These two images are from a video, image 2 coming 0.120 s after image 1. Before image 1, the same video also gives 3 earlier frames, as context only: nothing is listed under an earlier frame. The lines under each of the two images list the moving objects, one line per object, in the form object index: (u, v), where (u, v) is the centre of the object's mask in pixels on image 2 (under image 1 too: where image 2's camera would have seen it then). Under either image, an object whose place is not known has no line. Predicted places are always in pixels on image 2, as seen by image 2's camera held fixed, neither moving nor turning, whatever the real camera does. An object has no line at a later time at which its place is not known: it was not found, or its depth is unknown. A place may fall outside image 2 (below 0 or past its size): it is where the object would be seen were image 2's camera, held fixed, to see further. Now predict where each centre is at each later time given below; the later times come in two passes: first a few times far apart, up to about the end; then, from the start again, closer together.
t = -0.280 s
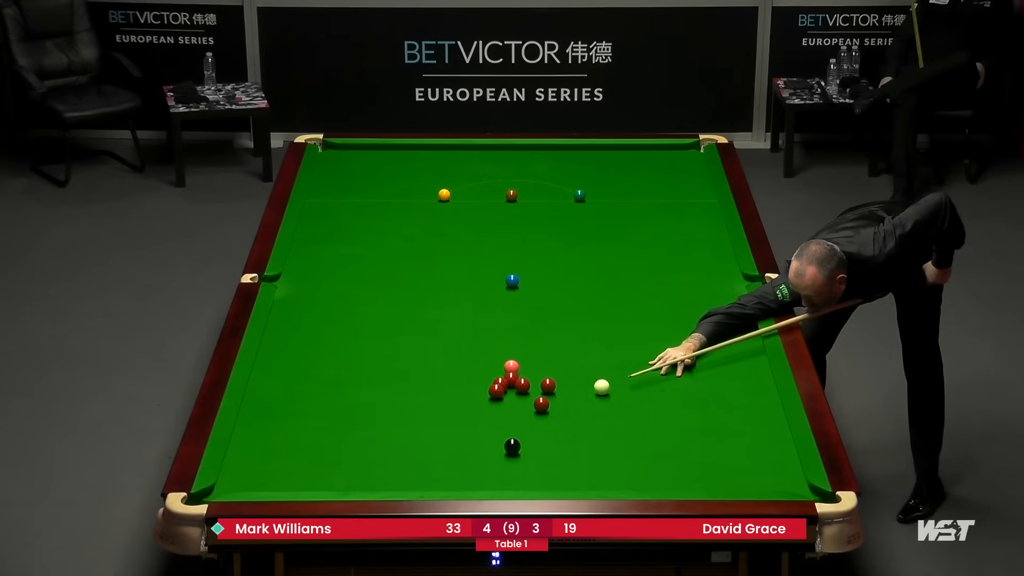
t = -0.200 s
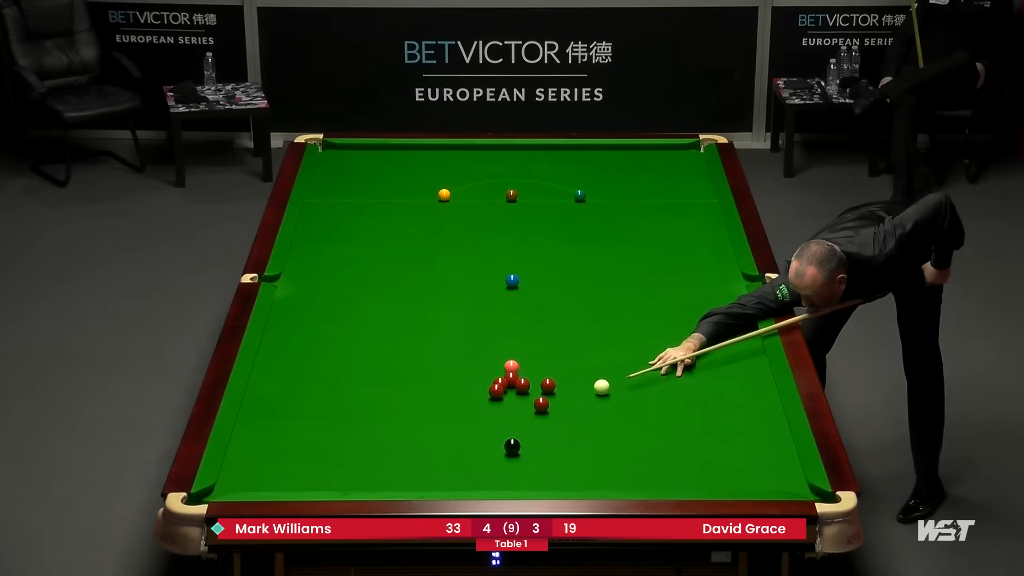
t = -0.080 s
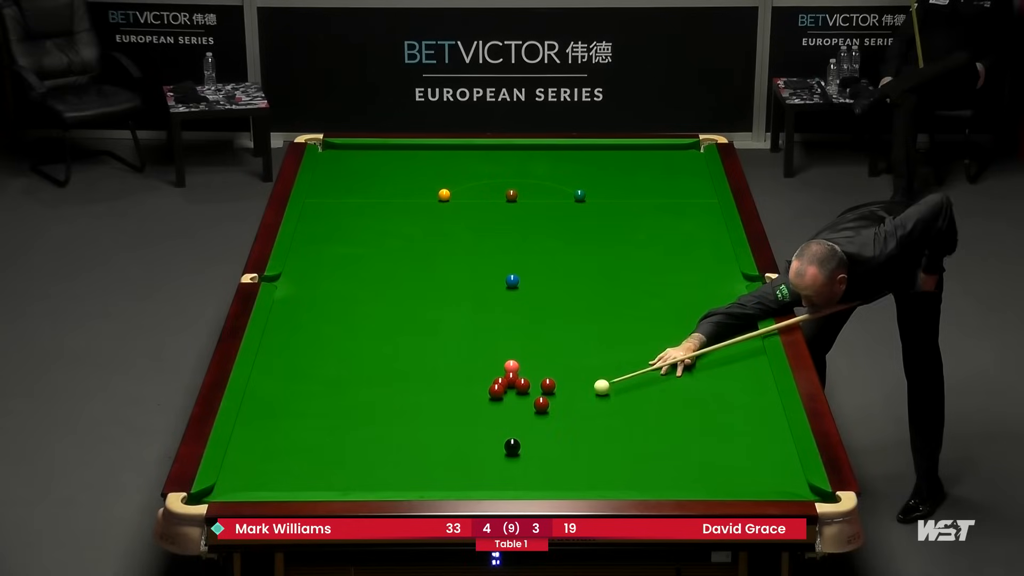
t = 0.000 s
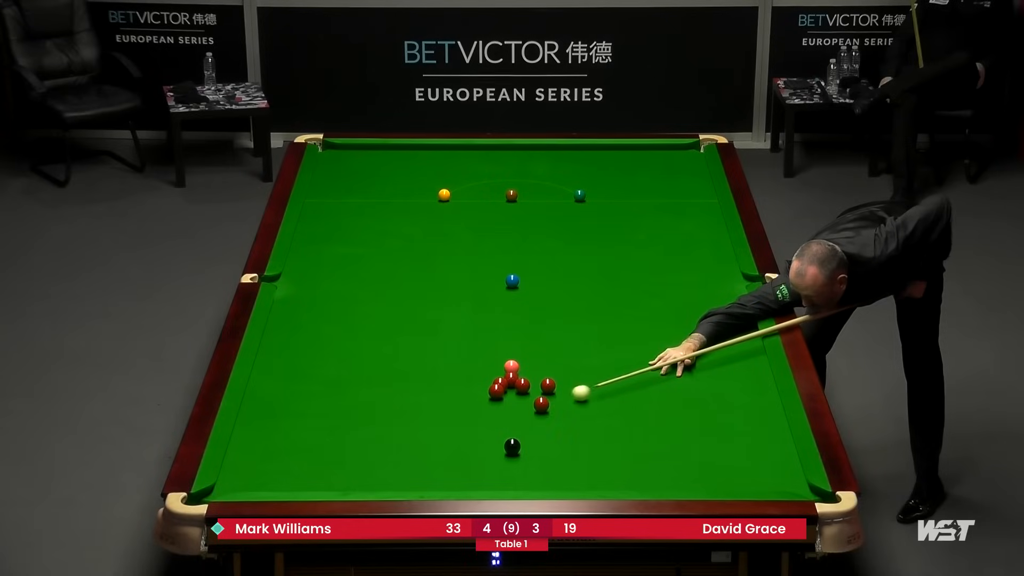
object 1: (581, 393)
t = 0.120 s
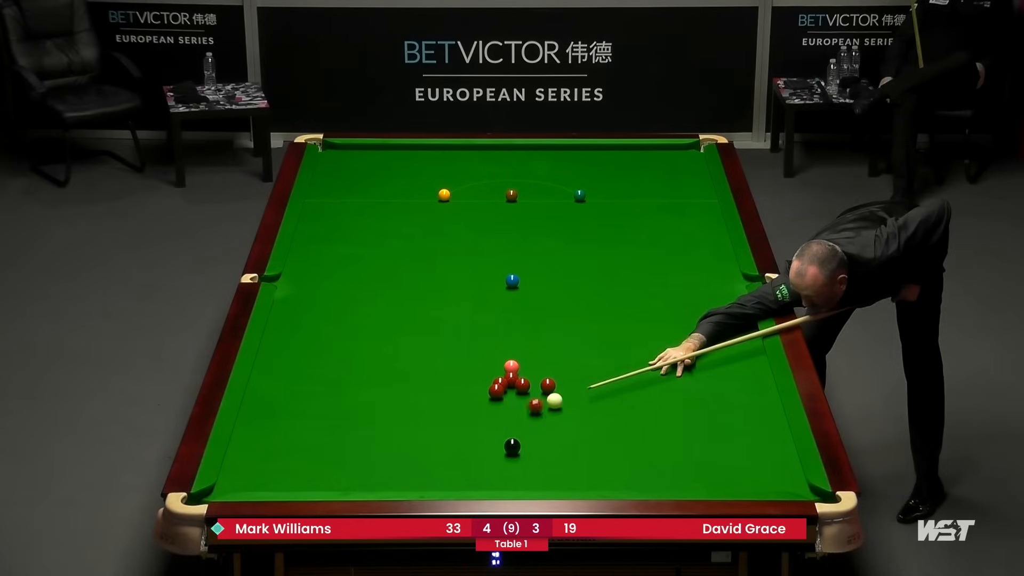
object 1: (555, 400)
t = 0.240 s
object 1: (551, 402)
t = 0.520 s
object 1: (536, 408)
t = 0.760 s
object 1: (523, 412)
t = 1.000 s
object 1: (512, 417)
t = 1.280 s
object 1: (500, 421)
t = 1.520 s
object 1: (491, 425)
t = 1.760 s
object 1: (483, 428)
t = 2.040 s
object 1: (474, 431)
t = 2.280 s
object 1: (468, 434)
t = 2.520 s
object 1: (463, 436)
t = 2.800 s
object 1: (458, 437)
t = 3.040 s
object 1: (455, 439)
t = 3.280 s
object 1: (453, 439)
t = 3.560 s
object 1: (452, 440)
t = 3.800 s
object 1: (452, 439)
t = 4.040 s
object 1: (452, 440)
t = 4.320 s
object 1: (451, 440)
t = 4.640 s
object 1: (455, 441)
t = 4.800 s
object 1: (452, 440)
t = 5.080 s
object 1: (452, 440)
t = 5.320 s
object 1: (452, 439)
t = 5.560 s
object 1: (452, 440)
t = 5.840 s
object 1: (452, 440)
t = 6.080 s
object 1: (452, 439)
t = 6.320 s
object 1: (452, 440)
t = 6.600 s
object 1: (452, 439)
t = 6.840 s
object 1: (452, 439)
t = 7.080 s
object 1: (452, 439)
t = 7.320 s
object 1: (452, 440)
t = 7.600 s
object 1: (452, 439)
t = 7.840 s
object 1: (452, 440)
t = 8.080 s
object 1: (452, 440)
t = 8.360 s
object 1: (452, 439)
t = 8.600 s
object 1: (452, 440)
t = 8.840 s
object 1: (452, 439)
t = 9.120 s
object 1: (452, 440)
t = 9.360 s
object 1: (452, 440)
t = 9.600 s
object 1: (452, 440)
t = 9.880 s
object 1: (452, 440)
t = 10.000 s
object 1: (452, 440)
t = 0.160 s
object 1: (554, 401)
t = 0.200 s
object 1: (553, 401)
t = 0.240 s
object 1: (551, 402)
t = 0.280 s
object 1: (549, 403)
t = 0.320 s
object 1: (546, 404)
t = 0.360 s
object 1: (544, 405)
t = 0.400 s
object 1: (542, 406)
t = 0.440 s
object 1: (540, 407)
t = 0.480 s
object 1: (538, 408)
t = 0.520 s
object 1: (536, 408)
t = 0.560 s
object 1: (533, 409)
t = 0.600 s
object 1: (531, 410)
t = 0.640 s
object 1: (530, 410)
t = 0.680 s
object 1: (527, 411)
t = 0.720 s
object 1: (526, 412)
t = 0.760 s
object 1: (523, 412)
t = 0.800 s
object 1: (522, 413)
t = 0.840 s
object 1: (520, 414)
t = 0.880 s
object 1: (518, 415)
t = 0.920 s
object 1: (516, 416)
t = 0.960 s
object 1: (514, 417)
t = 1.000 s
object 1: (512, 417)
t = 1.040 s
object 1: (511, 418)
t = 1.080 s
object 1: (509, 418)
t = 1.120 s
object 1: (507, 419)
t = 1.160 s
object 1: (505, 419)
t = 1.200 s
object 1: (503, 420)
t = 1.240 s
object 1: (502, 421)
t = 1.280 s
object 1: (500, 421)
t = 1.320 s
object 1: (498, 422)
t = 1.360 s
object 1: (497, 423)
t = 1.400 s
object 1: (495, 423)
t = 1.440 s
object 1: (494, 424)
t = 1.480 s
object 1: (492, 424)
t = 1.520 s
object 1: (491, 425)
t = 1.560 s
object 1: (489, 426)
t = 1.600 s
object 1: (488, 426)
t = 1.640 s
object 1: (487, 427)
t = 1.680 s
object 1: (485, 427)
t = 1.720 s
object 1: (484, 428)
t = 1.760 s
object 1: (483, 428)
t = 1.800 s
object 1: (481, 429)
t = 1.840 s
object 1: (480, 429)
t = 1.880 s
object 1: (479, 429)
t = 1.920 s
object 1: (478, 430)
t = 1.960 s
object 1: (477, 430)
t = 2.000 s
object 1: (475, 431)
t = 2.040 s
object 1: (474, 431)
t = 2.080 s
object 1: (473, 432)
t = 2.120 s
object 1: (472, 432)
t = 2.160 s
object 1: (471, 433)
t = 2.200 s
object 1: (470, 433)
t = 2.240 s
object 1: (469, 433)
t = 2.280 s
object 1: (468, 434)
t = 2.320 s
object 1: (467, 434)
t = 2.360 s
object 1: (466, 434)
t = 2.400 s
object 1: (465, 435)
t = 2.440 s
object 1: (465, 435)
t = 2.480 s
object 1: (464, 435)
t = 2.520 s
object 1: (463, 436)
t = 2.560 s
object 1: (462, 436)
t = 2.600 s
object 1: (461, 436)
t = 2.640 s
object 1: (461, 437)
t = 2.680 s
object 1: (460, 437)
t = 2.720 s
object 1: (459, 437)
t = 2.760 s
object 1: (459, 438)
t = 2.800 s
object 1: (458, 437)
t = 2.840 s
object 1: (458, 438)
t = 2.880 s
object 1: (457, 438)
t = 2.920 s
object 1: (457, 439)
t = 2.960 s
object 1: (456, 438)
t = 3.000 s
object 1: (456, 439)
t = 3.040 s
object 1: (455, 439)
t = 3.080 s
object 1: (455, 439)
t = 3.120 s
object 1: (454, 439)
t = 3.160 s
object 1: (454, 439)
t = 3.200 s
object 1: (454, 439)
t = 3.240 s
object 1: (453, 439)
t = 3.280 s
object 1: (453, 439)
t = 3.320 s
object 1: (452, 440)
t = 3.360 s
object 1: (452, 440)
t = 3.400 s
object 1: (452, 440)
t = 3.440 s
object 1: (452, 440)
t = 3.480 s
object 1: (452, 440)
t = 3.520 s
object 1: (452, 440)
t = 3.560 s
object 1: (452, 440)
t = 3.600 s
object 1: (452, 440)
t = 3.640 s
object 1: (452, 440)
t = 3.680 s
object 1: (452, 440)
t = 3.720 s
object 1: (452, 440)
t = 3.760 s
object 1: (452, 440)
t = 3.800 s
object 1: (452, 439)
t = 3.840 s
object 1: (452, 439)
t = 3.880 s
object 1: (452, 440)
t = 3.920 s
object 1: (452, 439)
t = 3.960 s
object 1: (452, 440)
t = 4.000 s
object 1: (452, 440)
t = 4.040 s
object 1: (452, 440)
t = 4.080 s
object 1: (452, 440)
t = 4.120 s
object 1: (452, 440)
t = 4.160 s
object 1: (452, 440)
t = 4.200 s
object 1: (452, 440)
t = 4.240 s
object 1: (452, 440)
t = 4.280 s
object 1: (452, 440)
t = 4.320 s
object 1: (451, 440)
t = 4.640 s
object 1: (455, 441)
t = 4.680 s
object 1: (452, 441)
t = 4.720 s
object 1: (452, 440)
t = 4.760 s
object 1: (452, 440)
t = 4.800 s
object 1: (452, 440)
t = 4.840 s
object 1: (452, 440)
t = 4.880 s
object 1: (452, 440)
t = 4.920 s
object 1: (452, 440)
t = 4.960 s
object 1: (452, 440)
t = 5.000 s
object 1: (452, 440)
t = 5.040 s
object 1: (452, 440)
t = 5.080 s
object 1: (452, 440)
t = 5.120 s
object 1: (452, 440)
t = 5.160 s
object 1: (452, 439)
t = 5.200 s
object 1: (452, 440)
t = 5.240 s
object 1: (452, 439)
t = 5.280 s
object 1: (452, 439)
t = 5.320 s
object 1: (452, 439)
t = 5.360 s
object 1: (452, 440)
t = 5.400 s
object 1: (452, 440)
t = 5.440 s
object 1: (452, 439)
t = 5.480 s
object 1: (452, 440)
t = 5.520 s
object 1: (452, 440)
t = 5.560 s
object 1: (452, 440)
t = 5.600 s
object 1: (452, 440)
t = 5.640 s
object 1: (452, 439)
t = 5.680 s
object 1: (452, 440)
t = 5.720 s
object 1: (452, 439)
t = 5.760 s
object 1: (452, 439)
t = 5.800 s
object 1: (452, 439)
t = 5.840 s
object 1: (452, 440)
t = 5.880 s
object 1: (452, 440)
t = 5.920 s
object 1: (452, 440)
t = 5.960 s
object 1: (452, 440)
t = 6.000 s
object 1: (452, 440)
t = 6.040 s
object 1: (452, 439)
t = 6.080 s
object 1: (452, 439)
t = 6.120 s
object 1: (452, 439)
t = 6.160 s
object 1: (452, 439)
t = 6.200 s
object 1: (452, 440)
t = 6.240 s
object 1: (452, 440)
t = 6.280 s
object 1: (452, 440)
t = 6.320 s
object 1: (452, 440)
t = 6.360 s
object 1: (452, 440)
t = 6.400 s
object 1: (451, 440)
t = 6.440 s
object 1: (452, 440)
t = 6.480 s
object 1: (452, 439)
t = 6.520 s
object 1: (452, 440)
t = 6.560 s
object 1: (452, 440)
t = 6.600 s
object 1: (452, 439)
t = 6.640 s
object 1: (452, 440)
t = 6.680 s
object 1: (452, 440)
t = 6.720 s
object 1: (452, 440)
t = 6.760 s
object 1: (452, 439)
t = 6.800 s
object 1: (452, 439)
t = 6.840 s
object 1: (452, 439)
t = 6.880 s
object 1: (452, 440)
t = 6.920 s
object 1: (452, 440)
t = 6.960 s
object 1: (452, 440)
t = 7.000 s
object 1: (452, 440)
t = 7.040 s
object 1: (452, 440)
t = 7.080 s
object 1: (452, 439)
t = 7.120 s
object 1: (452, 440)
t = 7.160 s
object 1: (452, 439)
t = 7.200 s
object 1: (452, 440)
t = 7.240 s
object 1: (452, 439)
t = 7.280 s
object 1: (452, 440)
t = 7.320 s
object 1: (452, 440)
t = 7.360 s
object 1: (452, 440)
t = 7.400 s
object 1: (452, 440)
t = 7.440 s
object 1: (452, 440)
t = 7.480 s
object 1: (452, 439)
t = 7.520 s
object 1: (452, 439)
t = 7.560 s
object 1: (452, 440)
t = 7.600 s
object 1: (452, 439)
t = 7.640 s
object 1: (452, 440)
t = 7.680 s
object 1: (452, 440)
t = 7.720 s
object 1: (452, 439)
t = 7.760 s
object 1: (452, 439)
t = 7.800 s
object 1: (452, 440)
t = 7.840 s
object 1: (452, 440)
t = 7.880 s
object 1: (452, 439)
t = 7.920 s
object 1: (452, 440)
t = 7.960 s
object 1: (452, 440)
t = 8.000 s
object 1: (452, 440)
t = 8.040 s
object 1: (452, 439)
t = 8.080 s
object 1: (452, 440)
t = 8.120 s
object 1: (452, 440)
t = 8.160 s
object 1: (452, 439)
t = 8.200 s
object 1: (452, 440)
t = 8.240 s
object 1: (452, 440)
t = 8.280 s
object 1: (452, 440)
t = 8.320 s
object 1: (452, 439)
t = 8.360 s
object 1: (452, 439)
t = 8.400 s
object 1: (452, 440)
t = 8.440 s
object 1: (452, 440)
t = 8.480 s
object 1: (452, 440)
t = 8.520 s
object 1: (452, 440)
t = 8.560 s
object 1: (452, 439)
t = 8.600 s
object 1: (452, 440)
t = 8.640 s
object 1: (452, 439)
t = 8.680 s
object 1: (452, 439)
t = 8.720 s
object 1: (452, 440)
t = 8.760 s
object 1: (452, 440)
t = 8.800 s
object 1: (452, 440)
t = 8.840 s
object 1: (452, 439)
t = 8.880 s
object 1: (452, 440)
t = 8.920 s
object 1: (452, 440)
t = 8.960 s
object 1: (452, 440)
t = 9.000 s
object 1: (452, 439)
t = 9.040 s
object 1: (452, 440)
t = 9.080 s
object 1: (452, 440)
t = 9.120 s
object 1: (452, 440)
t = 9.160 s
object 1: (452, 439)
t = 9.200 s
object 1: (452, 439)
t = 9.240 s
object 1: (452, 439)
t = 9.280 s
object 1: (452, 439)
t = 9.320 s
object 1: (452, 440)
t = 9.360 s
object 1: (452, 440)
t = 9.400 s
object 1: (452, 440)
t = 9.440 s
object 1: (452, 440)
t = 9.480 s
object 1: (452, 440)
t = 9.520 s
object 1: (452, 440)
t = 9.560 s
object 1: (452, 440)
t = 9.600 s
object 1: (452, 440)
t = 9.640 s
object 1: (452, 440)
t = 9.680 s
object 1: (452, 440)
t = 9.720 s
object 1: (452, 440)
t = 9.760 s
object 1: (452, 440)
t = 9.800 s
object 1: (452, 439)
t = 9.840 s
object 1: (452, 440)
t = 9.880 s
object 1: (452, 440)
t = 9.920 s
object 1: (452, 439)
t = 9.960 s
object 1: (452, 440)
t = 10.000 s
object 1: (452, 440)
